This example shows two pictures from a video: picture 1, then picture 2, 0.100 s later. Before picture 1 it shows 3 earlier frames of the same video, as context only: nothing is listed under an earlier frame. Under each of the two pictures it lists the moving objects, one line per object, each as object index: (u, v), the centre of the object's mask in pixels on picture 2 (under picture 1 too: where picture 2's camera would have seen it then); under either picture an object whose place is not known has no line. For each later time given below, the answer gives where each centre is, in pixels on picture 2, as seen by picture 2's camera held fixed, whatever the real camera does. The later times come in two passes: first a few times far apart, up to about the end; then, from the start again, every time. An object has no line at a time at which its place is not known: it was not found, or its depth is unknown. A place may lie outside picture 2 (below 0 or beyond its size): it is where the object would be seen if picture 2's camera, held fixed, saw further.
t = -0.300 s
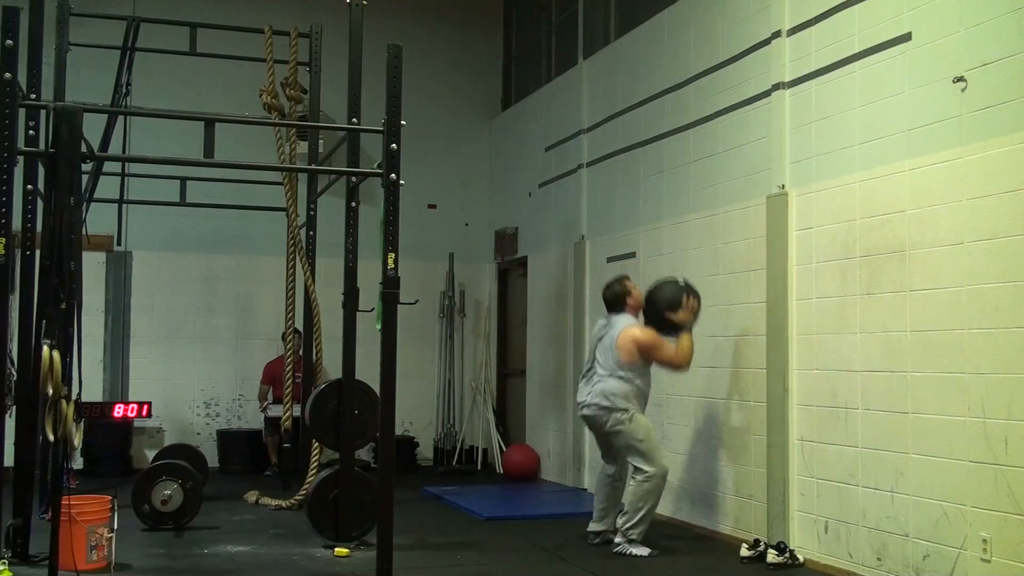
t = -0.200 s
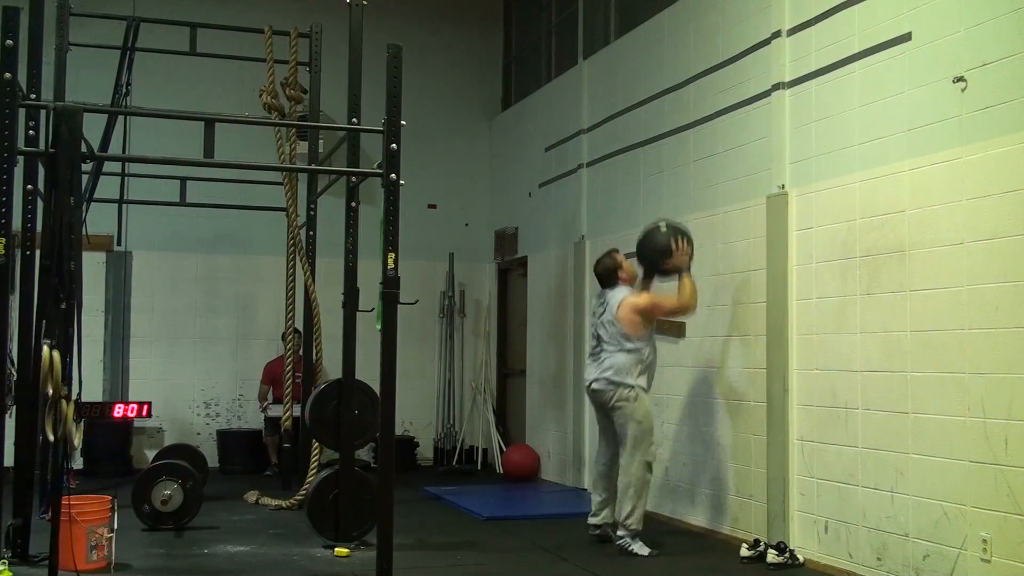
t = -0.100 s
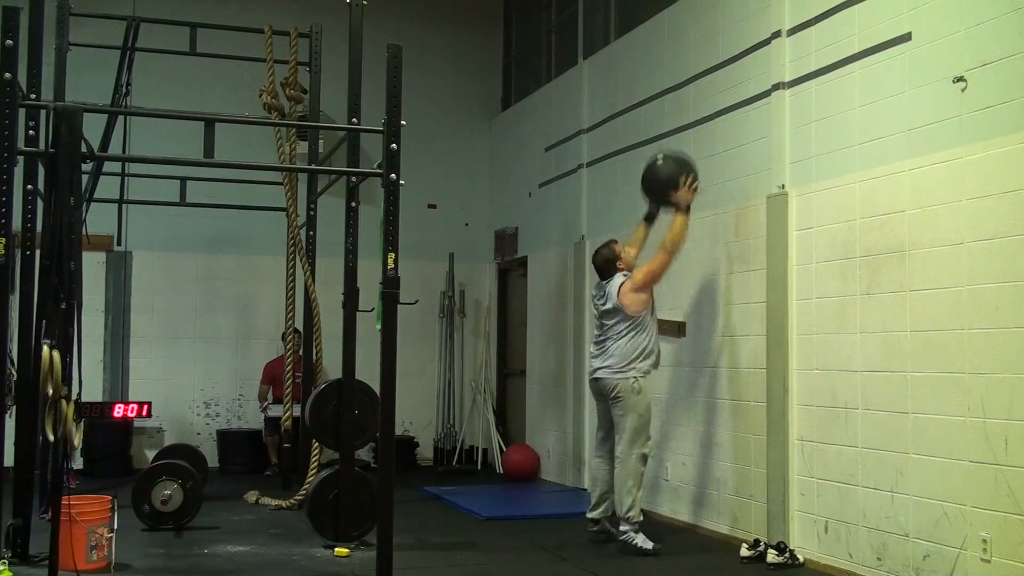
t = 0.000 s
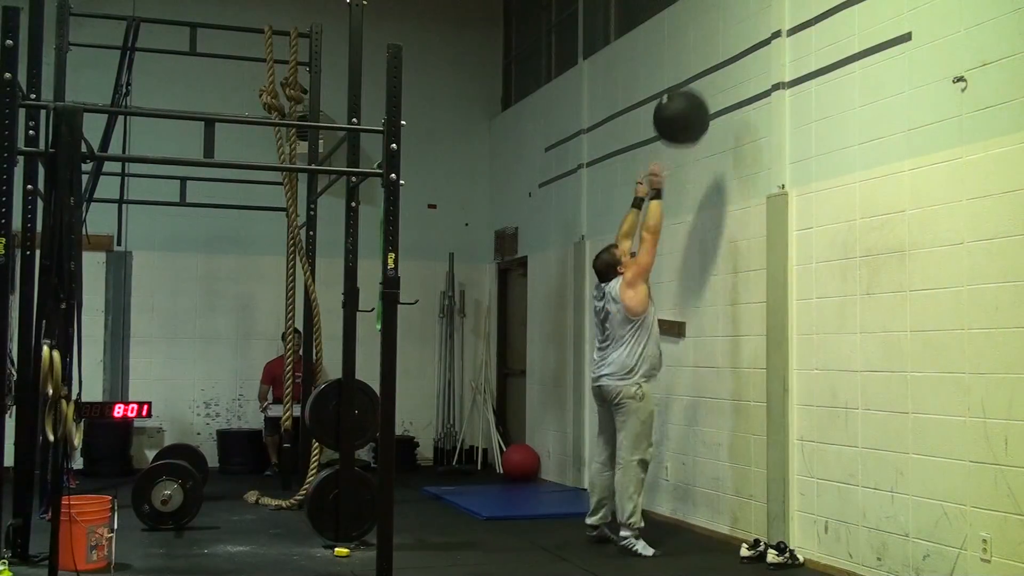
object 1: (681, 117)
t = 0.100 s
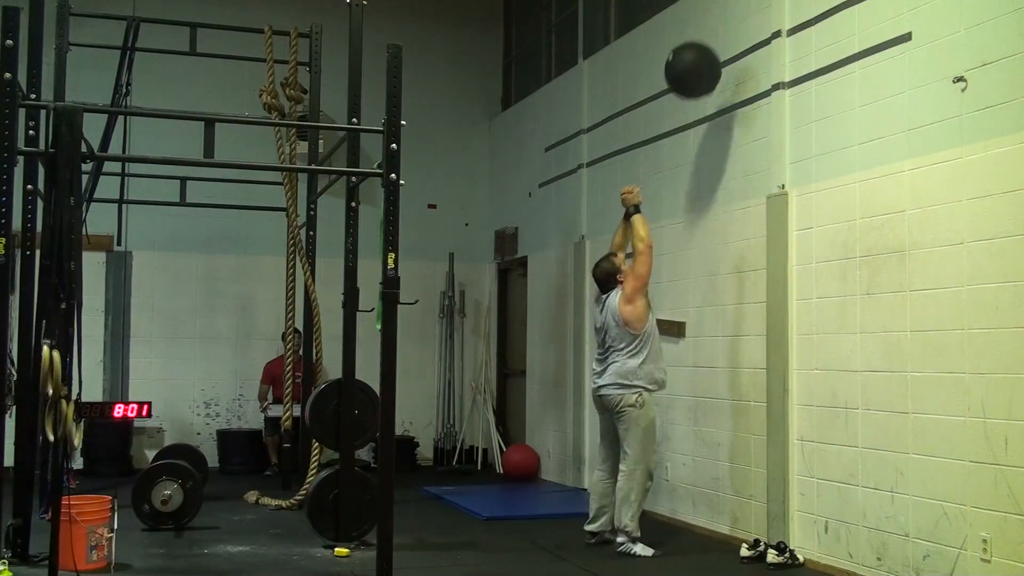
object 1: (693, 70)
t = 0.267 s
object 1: (711, 26)
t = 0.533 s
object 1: (703, 40)
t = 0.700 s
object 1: (689, 104)
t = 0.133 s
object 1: (696, 58)
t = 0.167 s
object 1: (700, 47)
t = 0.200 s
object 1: (704, 38)
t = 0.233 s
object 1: (707, 31)
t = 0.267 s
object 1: (711, 26)
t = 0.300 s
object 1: (715, 24)
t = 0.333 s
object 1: (718, 23)
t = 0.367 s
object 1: (717, 23)
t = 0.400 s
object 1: (714, 23)
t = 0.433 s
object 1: (712, 25)
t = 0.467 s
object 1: (709, 28)
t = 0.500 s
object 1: (706, 33)
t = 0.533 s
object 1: (703, 40)
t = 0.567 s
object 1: (700, 49)
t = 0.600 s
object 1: (698, 60)
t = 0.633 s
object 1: (695, 73)
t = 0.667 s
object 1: (692, 88)
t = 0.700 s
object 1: (689, 104)
